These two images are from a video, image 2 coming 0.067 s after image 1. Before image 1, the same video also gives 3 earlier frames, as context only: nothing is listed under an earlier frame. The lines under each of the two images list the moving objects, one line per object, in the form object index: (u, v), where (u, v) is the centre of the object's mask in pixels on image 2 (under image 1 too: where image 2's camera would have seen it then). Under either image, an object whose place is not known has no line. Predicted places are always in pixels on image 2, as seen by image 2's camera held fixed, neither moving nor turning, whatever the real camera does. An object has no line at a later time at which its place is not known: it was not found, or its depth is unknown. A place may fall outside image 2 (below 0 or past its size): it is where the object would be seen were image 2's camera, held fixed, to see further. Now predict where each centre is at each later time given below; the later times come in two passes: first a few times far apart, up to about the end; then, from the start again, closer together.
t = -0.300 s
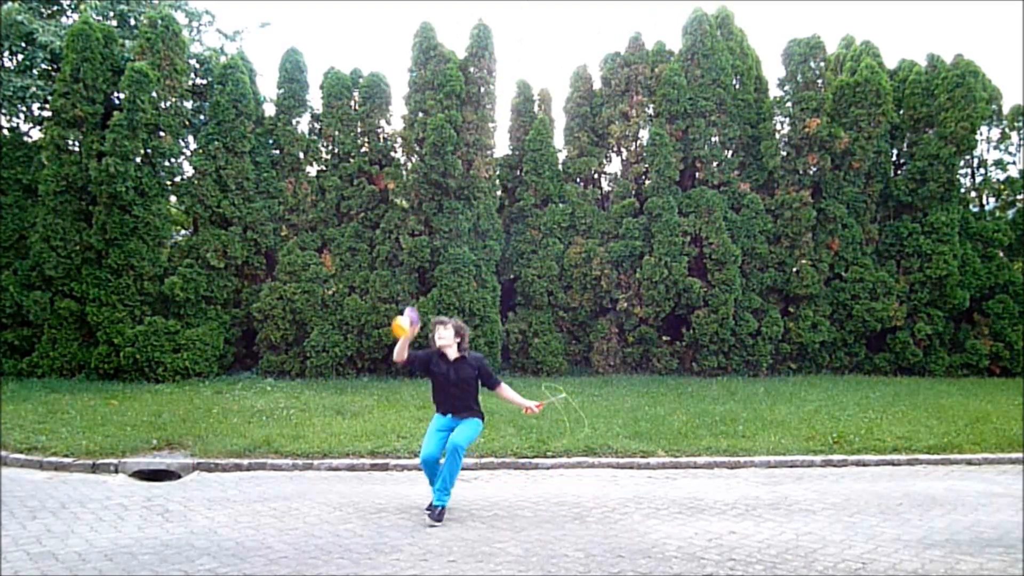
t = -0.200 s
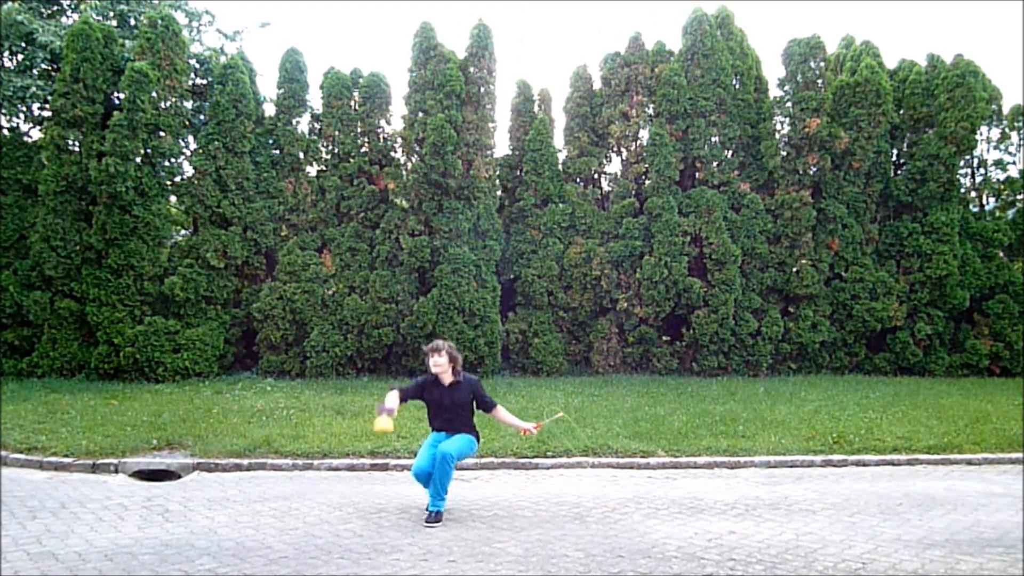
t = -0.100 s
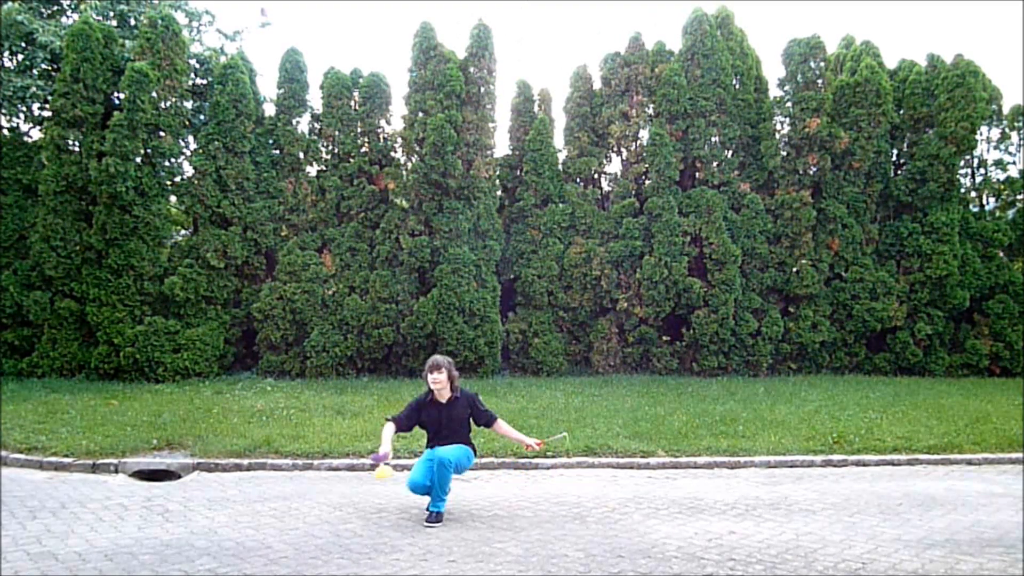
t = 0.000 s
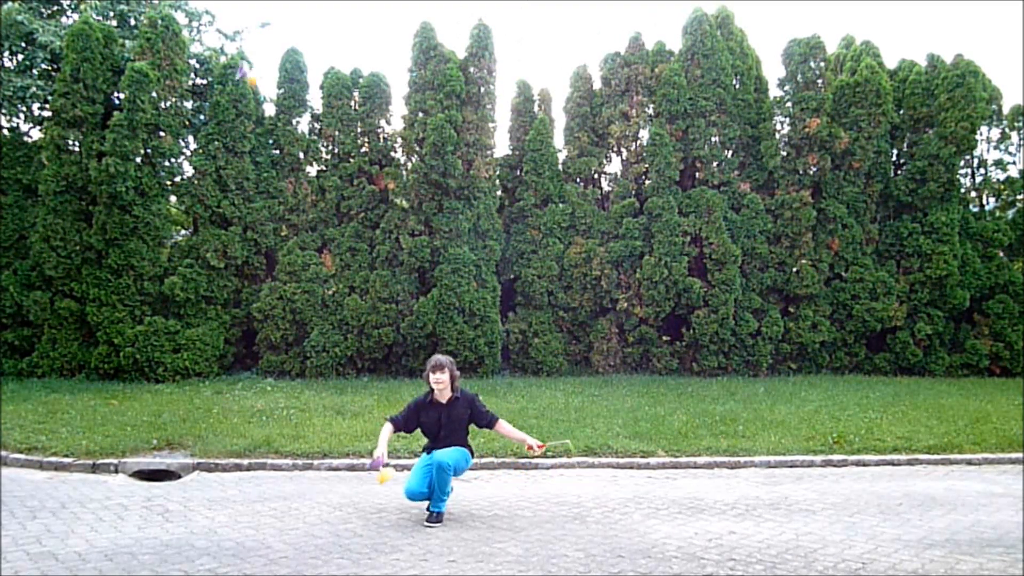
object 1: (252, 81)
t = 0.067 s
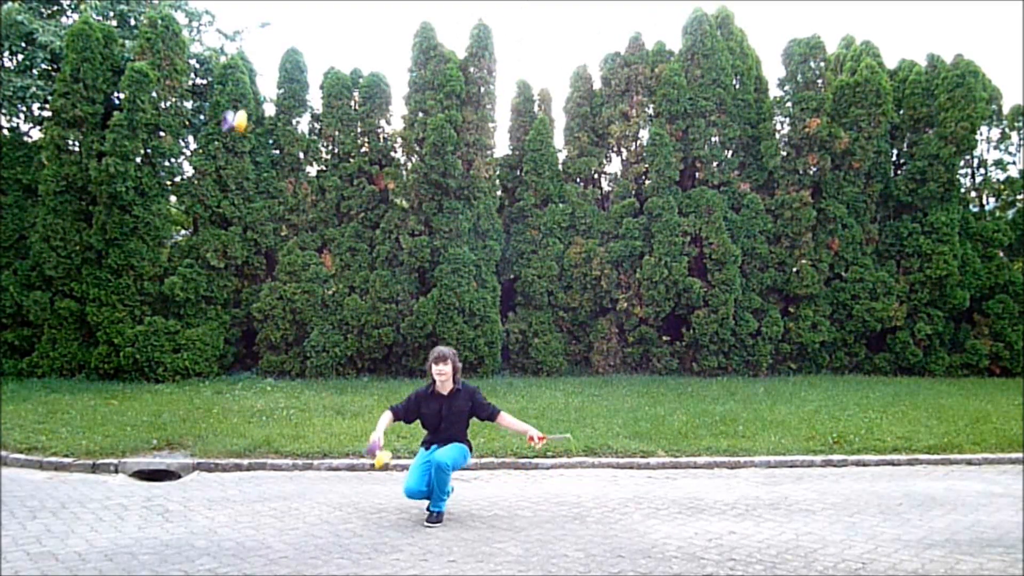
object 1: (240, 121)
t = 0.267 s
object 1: (195, 299)
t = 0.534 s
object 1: (144, 449)
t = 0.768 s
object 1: (107, 362)
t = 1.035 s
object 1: (63, 342)
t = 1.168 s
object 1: (38, 372)
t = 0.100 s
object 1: (232, 151)
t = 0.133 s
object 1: (226, 174)
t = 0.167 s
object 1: (218, 203)
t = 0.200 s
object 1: (211, 233)
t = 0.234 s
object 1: (204, 261)
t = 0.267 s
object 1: (195, 299)
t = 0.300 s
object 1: (189, 328)
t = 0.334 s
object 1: (181, 365)
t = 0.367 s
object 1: (174, 400)
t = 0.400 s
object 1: (167, 435)
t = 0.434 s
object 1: (160, 476)
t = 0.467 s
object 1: (154, 487)
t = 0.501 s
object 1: (150, 469)
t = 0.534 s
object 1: (144, 449)
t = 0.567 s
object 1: (140, 432)
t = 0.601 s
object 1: (136, 415)
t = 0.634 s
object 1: (131, 400)
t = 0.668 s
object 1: (122, 392)
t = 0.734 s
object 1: (112, 371)
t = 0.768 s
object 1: (107, 362)
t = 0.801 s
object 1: (102, 354)
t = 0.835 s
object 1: (97, 348)
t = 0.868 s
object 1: (92, 343)
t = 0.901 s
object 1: (86, 340)
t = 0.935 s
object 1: (81, 338)
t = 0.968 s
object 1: (75, 338)
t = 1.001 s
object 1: (69, 339)
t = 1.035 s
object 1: (63, 342)
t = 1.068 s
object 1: (57, 347)
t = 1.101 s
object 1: (51, 354)
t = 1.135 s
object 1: (44, 362)
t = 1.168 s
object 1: (38, 372)
